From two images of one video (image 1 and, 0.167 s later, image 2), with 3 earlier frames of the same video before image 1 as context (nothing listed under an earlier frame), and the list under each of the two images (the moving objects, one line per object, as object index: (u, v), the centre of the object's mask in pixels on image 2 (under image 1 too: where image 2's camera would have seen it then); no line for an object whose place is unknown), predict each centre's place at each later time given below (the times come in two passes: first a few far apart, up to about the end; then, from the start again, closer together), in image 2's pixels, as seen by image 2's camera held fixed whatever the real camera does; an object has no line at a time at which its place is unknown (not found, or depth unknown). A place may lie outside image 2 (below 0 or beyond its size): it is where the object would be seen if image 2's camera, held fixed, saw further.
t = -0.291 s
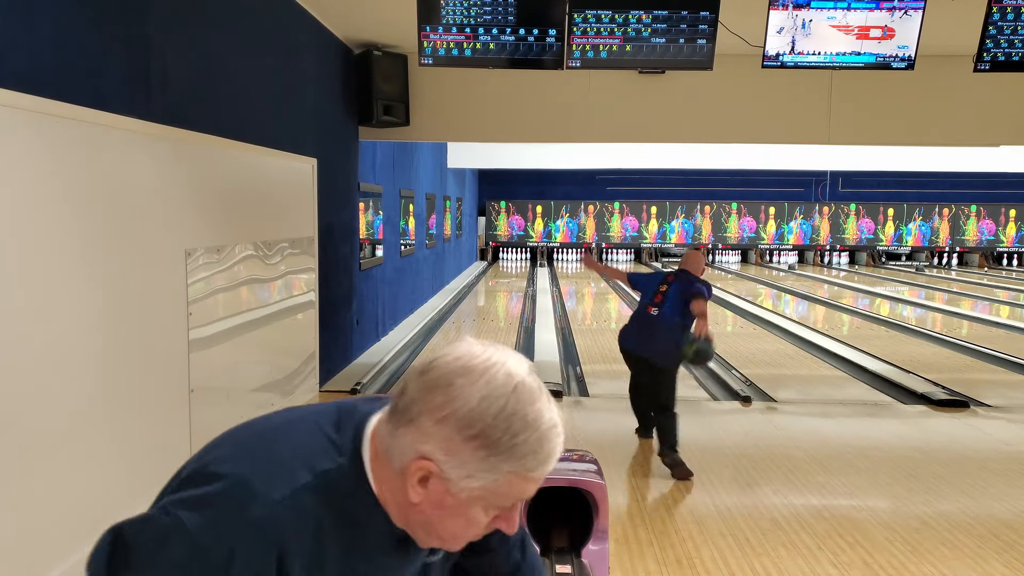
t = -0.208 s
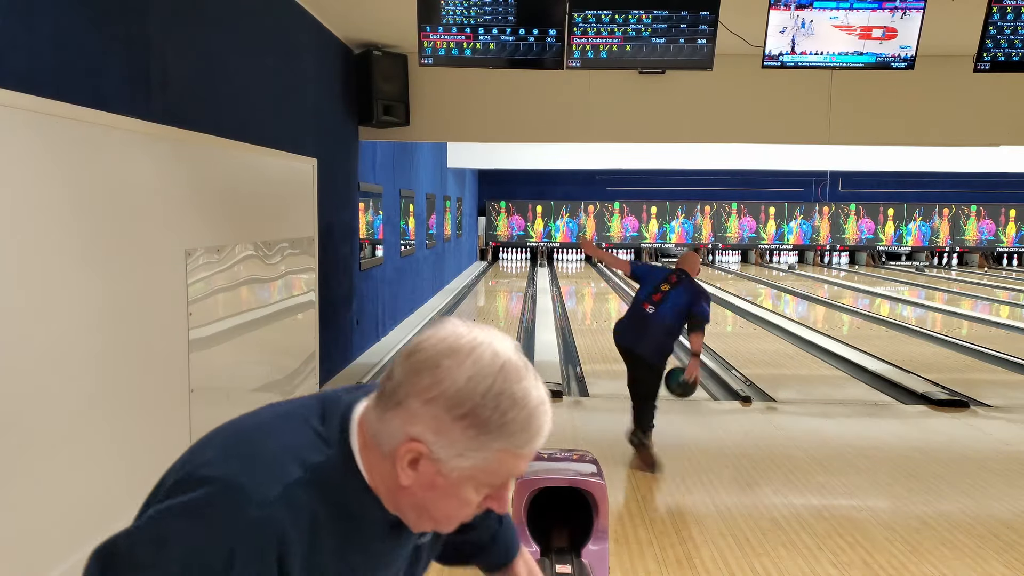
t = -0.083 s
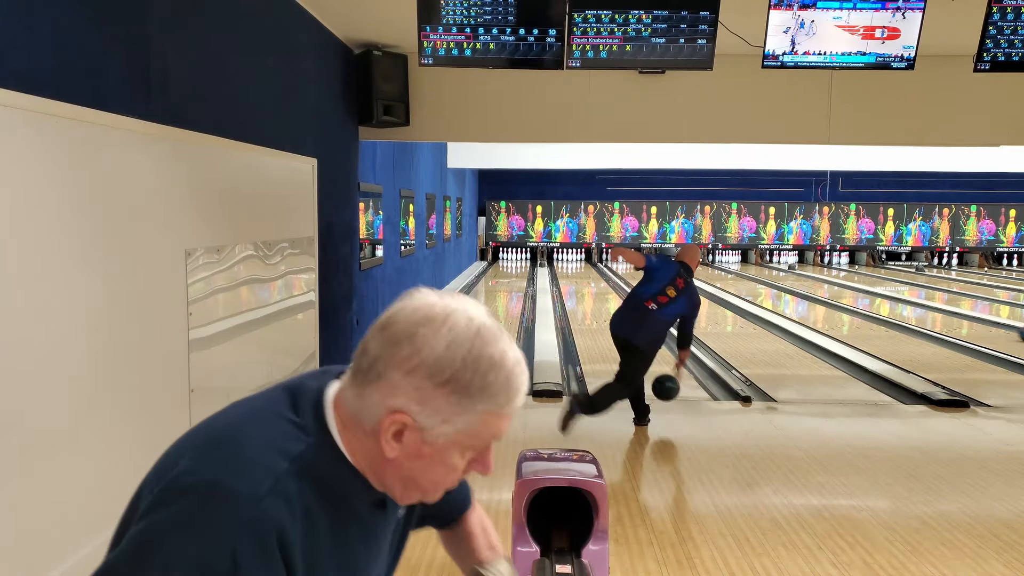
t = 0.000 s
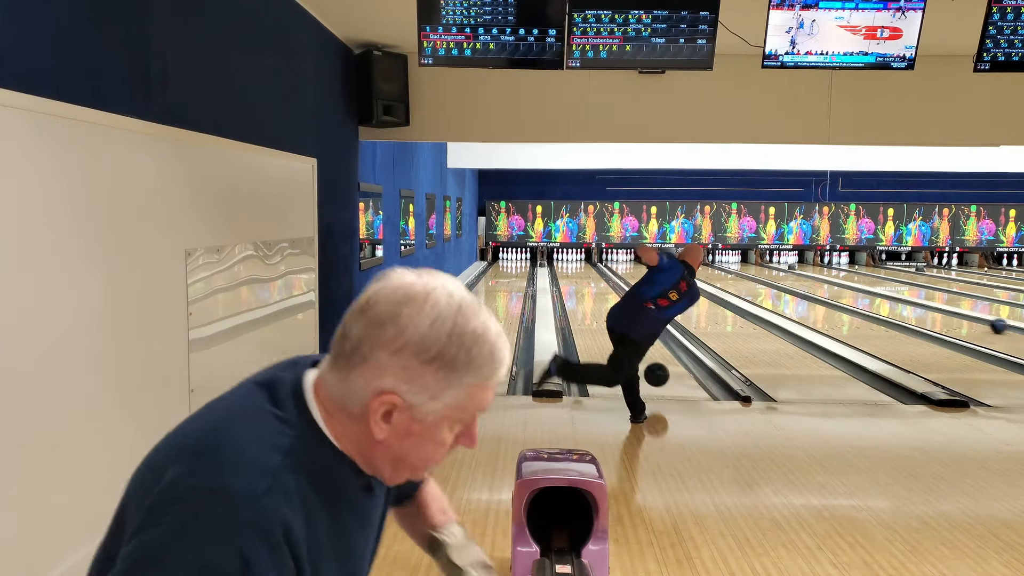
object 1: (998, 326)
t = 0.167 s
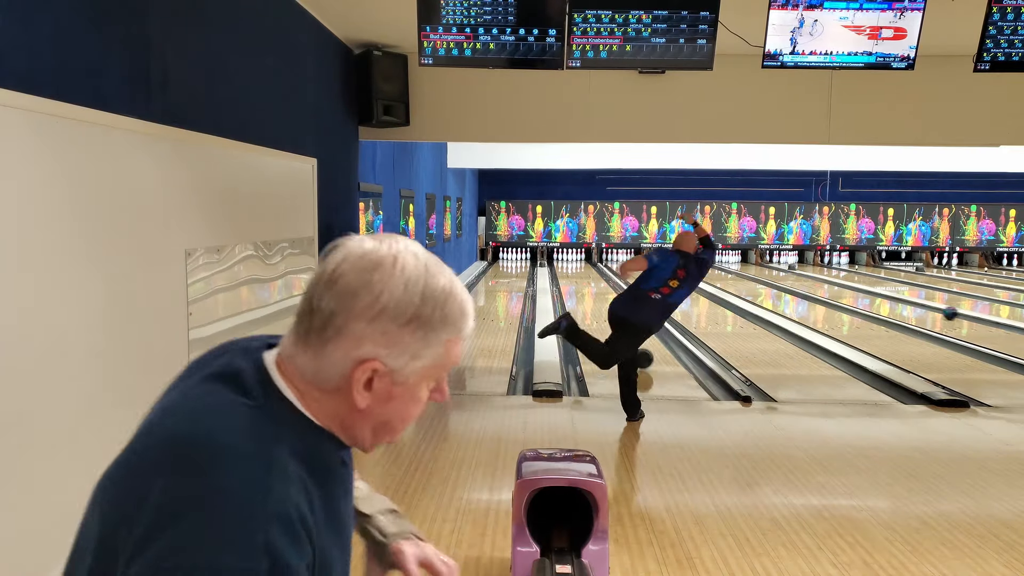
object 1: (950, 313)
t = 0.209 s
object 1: (938, 310)
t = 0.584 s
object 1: (867, 291)
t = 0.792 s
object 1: (836, 283)
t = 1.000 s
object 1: (811, 276)
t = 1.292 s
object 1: (781, 269)
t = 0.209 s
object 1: (938, 310)
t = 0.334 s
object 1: (912, 303)
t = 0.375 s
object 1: (902, 300)
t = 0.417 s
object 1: (896, 298)
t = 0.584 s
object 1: (867, 291)
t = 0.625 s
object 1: (859, 289)
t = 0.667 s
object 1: (854, 287)
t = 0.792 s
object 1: (836, 283)
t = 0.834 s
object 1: (832, 282)
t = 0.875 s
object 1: (825, 280)
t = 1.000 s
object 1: (811, 276)
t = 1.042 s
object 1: (806, 275)
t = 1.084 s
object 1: (803, 274)
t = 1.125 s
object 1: (797, 273)
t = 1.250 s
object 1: (786, 270)
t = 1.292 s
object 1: (781, 269)
